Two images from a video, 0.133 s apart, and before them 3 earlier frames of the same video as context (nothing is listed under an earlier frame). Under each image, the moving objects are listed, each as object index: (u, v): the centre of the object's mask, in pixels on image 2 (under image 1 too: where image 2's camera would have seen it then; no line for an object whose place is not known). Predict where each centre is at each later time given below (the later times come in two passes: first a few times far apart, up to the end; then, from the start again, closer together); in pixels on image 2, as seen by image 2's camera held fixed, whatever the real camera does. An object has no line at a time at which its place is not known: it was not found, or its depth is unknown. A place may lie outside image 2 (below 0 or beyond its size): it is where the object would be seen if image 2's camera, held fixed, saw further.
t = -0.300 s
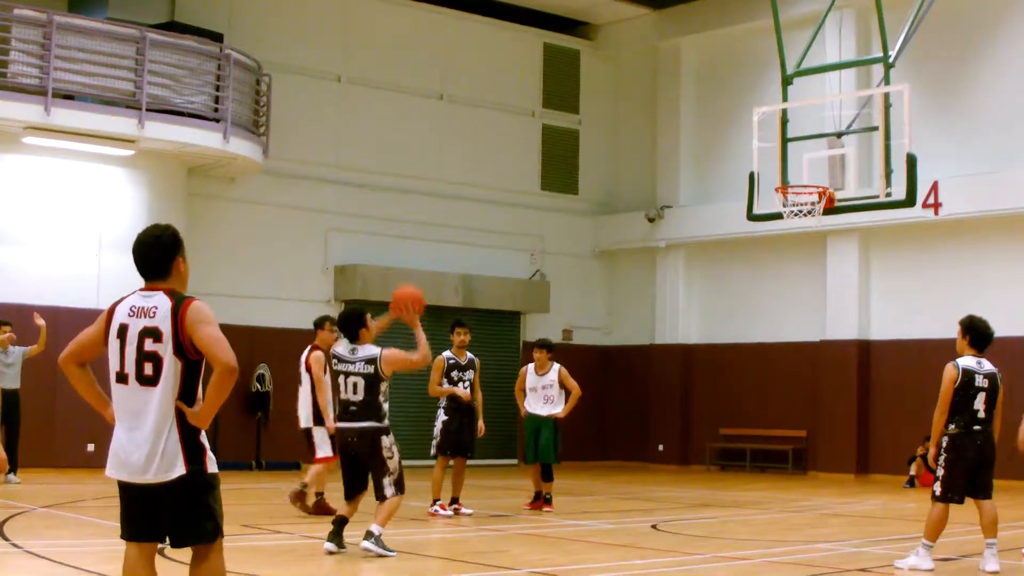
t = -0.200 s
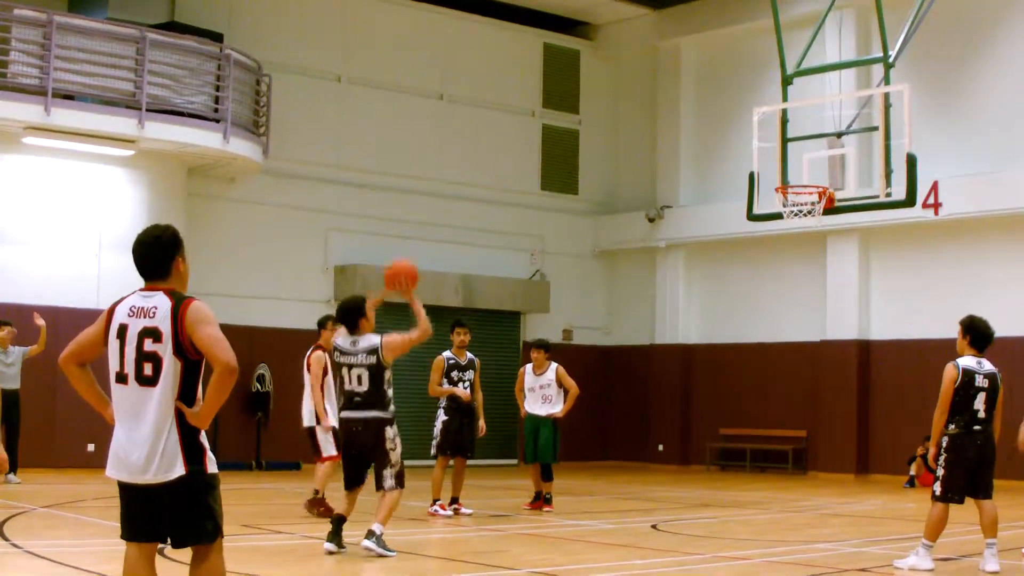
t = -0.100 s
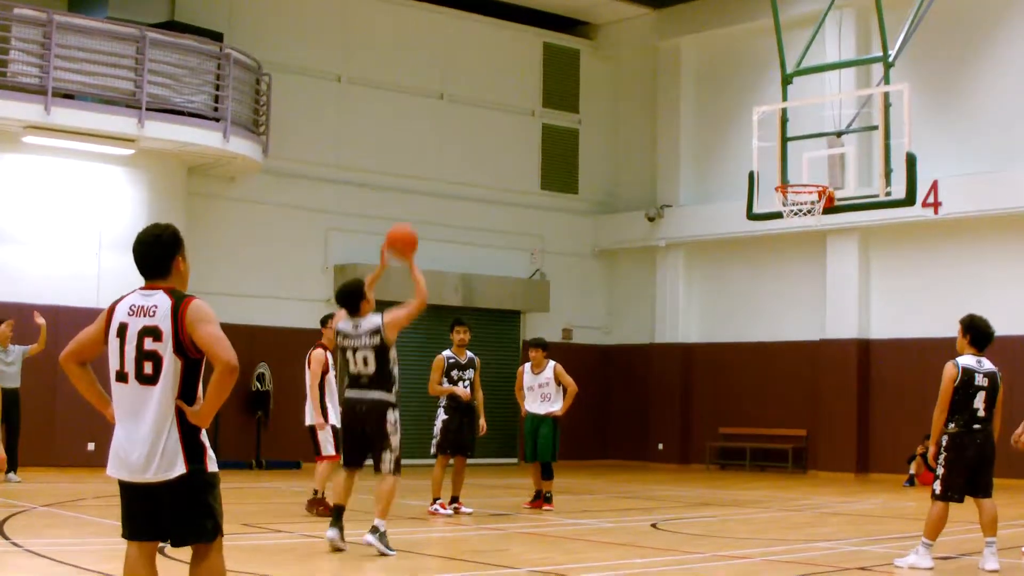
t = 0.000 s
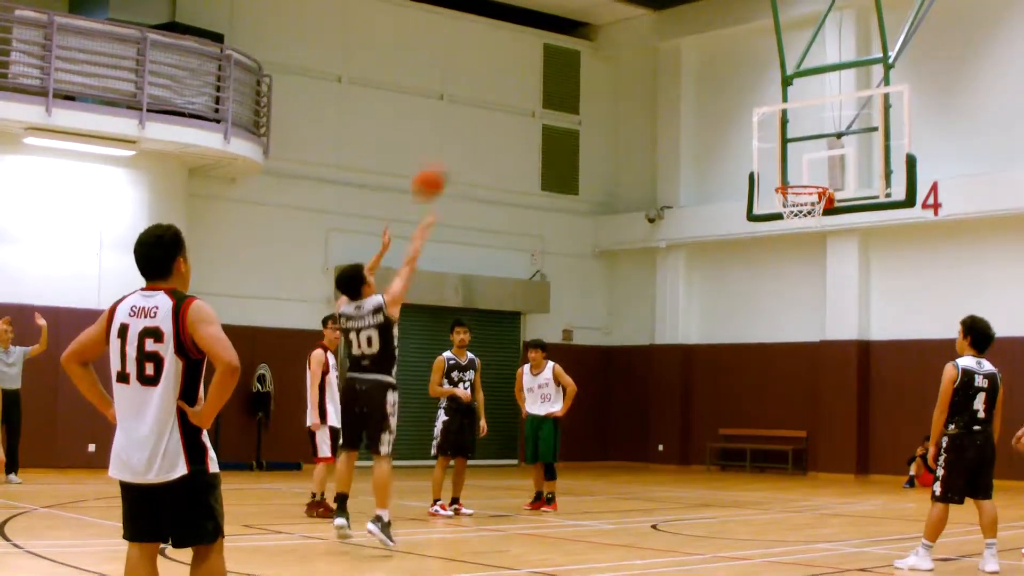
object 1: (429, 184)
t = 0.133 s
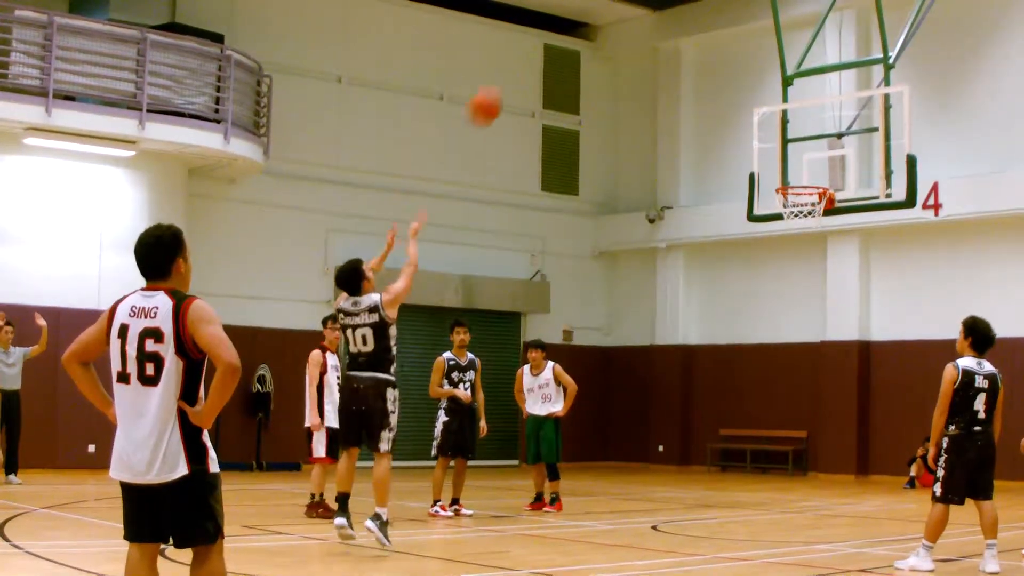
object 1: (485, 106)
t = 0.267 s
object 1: (537, 58)
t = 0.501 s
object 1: (614, 26)
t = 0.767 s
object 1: (696, 66)
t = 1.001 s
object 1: (759, 158)
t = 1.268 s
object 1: (717, 164)
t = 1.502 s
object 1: (662, 198)
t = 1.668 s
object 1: (625, 254)
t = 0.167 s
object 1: (498, 92)
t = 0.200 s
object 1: (510, 80)
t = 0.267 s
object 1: (537, 58)
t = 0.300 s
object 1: (548, 50)
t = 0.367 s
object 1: (572, 36)
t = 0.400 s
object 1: (583, 31)
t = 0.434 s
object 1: (593, 28)
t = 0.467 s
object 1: (604, 27)
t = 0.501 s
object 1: (614, 26)
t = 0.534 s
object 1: (627, 27)
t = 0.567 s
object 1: (637, 28)
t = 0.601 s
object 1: (647, 31)
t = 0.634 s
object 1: (657, 35)
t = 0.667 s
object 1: (667, 41)
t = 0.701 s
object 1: (677, 48)
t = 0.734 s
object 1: (687, 56)
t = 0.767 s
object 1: (696, 66)
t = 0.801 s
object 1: (705, 75)
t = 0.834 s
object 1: (714, 85)
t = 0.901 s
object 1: (732, 111)
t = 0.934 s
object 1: (741, 126)
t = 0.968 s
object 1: (750, 141)
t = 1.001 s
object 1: (759, 158)
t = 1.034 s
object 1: (768, 176)
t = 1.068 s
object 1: (764, 178)
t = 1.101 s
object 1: (756, 173)
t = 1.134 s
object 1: (748, 170)
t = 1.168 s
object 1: (740, 167)
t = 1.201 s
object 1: (732, 164)
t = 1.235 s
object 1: (725, 164)
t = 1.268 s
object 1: (717, 164)
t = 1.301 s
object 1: (709, 165)
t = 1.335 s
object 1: (701, 168)
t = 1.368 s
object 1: (694, 172)
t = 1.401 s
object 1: (686, 177)
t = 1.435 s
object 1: (678, 184)
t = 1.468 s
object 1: (670, 189)
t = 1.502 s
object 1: (662, 198)
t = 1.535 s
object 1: (655, 207)
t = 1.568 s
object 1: (647, 215)
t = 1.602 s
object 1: (639, 229)
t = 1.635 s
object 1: (632, 241)
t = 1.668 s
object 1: (625, 254)
